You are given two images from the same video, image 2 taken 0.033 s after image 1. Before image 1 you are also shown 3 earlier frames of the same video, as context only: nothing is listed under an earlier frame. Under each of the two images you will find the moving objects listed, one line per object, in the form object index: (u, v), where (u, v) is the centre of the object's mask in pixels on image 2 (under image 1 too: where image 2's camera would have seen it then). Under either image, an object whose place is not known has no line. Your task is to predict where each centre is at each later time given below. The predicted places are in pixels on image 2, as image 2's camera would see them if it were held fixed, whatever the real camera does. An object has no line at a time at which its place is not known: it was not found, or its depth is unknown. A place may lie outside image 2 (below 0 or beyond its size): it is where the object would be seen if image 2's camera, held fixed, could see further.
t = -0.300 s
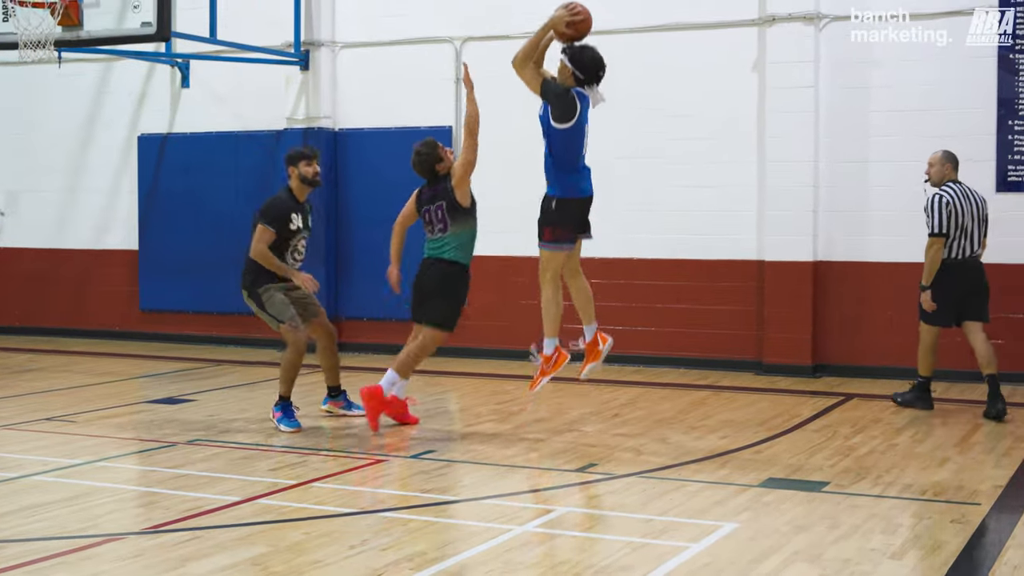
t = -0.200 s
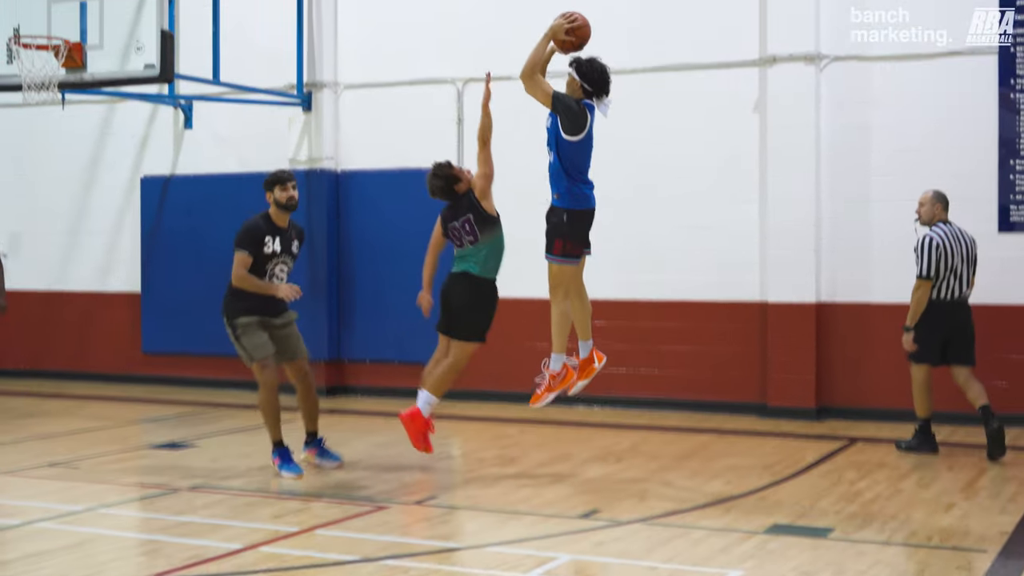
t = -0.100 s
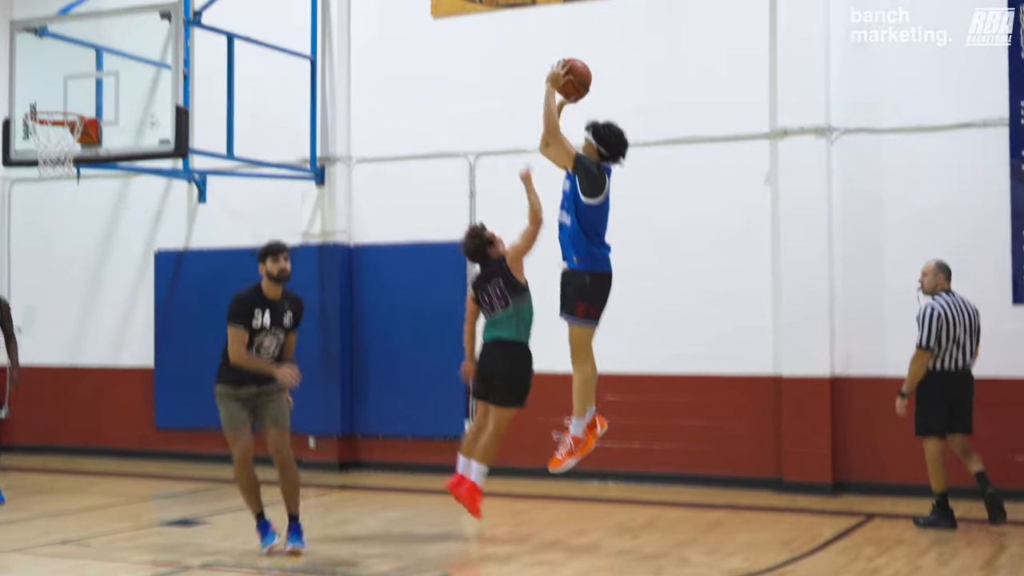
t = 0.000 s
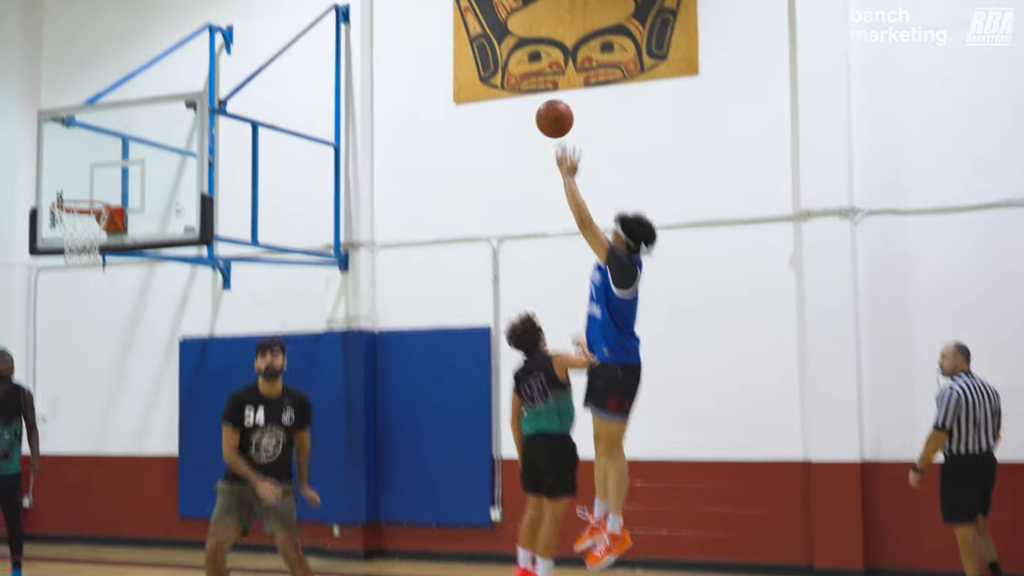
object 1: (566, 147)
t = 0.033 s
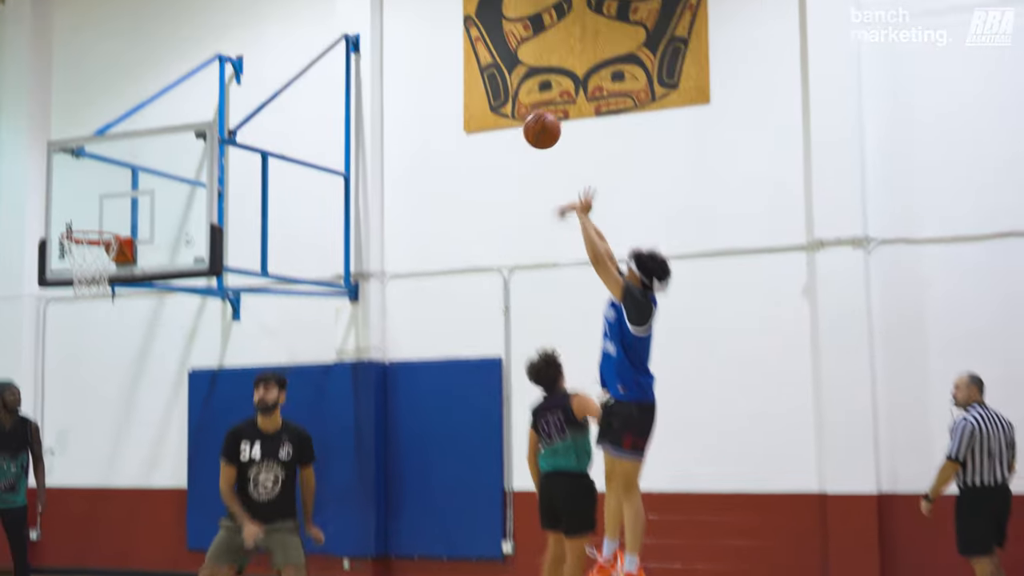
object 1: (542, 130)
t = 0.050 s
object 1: (530, 122)
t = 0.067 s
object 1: (519, 114)
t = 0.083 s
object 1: (507, 108)
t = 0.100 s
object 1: (496, 102)
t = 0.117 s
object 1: (485, 95)
